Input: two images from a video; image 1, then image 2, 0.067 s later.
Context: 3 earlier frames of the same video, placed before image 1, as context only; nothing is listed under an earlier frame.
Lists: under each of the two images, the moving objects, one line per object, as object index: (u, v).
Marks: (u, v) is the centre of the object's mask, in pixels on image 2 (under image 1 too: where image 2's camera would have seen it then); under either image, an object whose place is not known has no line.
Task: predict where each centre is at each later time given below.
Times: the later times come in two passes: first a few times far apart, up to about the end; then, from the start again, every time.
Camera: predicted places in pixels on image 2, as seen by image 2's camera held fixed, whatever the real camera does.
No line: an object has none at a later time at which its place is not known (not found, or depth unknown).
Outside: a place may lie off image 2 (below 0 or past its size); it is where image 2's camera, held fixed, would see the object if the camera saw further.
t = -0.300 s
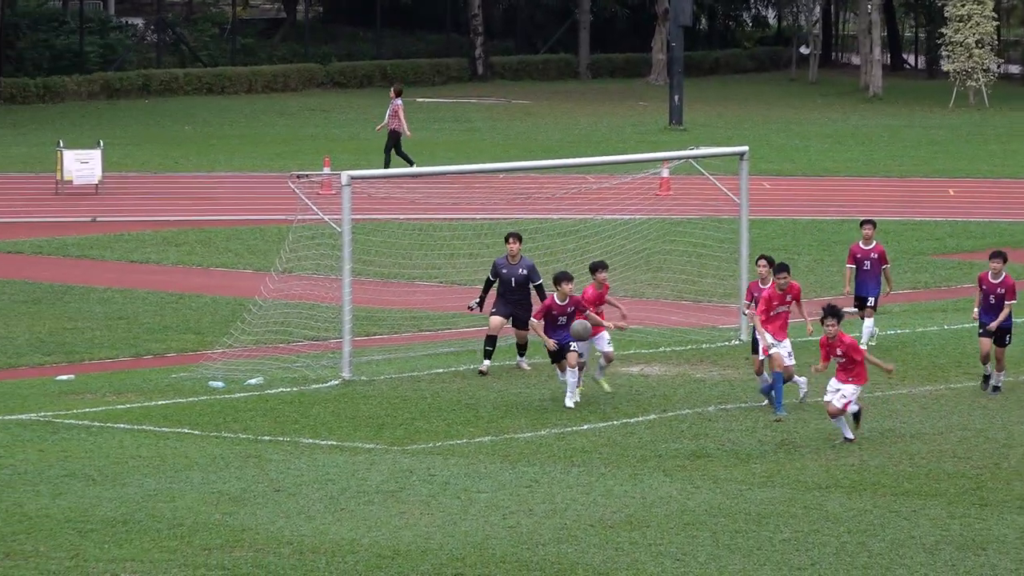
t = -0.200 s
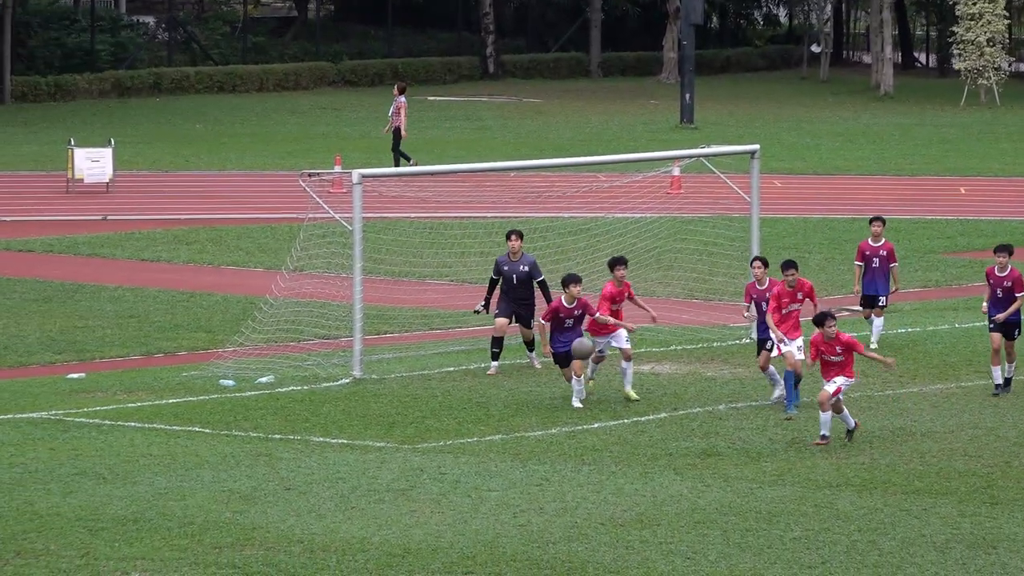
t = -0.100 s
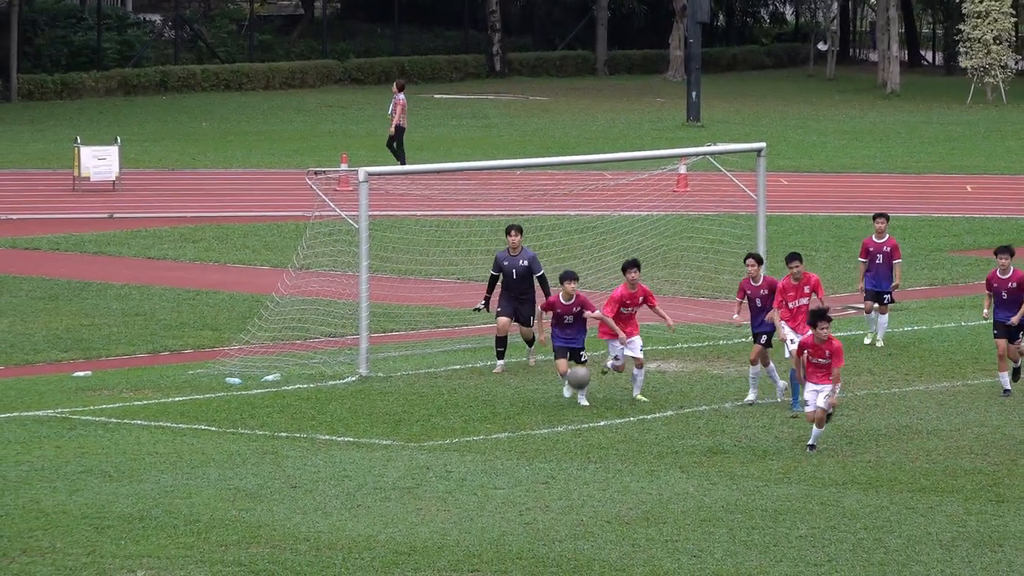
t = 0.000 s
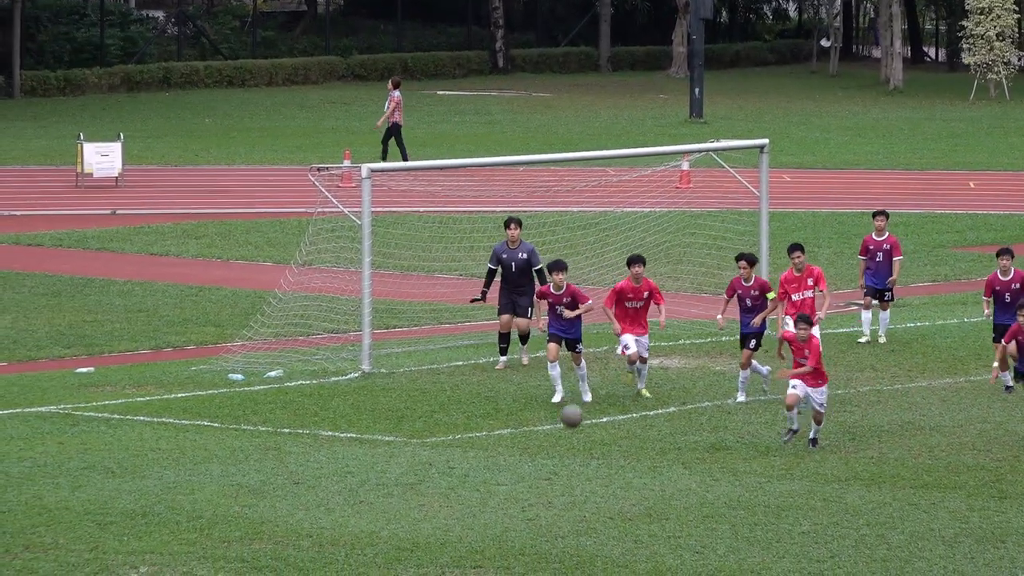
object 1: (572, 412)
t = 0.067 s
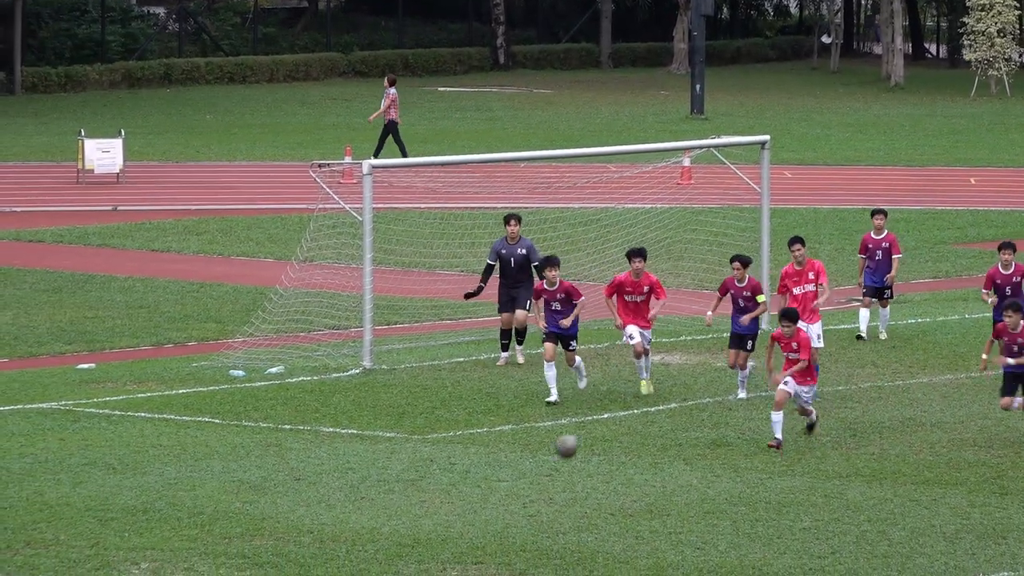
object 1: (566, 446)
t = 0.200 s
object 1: (551, 496)
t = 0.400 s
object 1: (521, 458)
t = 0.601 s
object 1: (490, 464)
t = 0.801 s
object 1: (457, 516)
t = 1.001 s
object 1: (429, 544)
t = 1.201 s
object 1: (403, 546)
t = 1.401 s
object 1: (377, 595)
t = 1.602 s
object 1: (355, 595)
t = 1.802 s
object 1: (331, 626)
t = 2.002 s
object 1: (306, 641)
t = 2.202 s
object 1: (280, 655)
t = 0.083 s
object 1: (565, 455)
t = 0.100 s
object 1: (563, 465)
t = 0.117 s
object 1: (561, 476)
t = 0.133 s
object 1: (560, 486)
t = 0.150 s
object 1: (558, 496)
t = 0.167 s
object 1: (556, 504)
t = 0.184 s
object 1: (554, 500)
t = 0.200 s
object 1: (551, 496)
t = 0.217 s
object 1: (549, 491)
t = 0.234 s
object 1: (546, 486)
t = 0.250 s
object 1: (543, 483)
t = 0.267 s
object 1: (541, 479)
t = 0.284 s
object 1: (539, 475)
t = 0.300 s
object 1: (536, 472)
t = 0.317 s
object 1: (534, 469)
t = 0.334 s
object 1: (531, 466)
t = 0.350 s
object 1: (528, 463)
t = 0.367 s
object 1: (526, 461)
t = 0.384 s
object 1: (523, 460)
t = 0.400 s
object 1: (521, 458)
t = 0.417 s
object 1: (519, 457)
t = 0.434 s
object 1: (516, 456)
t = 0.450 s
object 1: (514, 455)
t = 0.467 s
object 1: (510, 455)
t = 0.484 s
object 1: (508, 455)
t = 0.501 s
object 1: (506, 456)
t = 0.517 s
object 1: (503, 456)
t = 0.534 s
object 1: (500, 457)
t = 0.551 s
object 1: (497, 458)
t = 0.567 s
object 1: (495, 460)
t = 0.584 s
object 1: (493, 462)
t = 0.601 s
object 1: (490, 464)
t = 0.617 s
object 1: (487, 467)
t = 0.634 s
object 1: (485, 470)
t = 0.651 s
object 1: (482, 473)
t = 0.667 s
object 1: (479, 477)
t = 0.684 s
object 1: (477, 480)
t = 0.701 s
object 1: (474, 485)
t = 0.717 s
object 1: (471, 489)
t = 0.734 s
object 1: (469, 494)
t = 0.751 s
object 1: (466, 499)
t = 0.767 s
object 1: (463, 504)
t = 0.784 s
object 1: (460, 510)
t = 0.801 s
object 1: (457, 516)
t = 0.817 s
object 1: (454, 523)
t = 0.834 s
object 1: (452, 530)
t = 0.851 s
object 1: (449, 537)
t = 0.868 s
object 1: (447, 544)
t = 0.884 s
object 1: (444, 552)
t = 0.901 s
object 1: (441, 559)
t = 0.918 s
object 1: (439, 557)
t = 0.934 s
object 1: (436, 554)
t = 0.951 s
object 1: (435, 551)
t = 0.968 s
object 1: (433, 548)
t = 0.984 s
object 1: (431, 546)
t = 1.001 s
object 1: (429, 544)
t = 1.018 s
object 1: (427, 543)
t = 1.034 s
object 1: (425, 541)
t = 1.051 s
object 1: (422, 540)
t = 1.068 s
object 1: (420, 540)
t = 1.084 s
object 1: (418, 539)
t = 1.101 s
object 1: (416, 539)
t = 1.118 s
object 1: (413, 539)
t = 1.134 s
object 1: (412, 540)
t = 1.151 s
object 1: (409, 541)
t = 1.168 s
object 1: (408, 542)
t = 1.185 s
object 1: (405, 544)
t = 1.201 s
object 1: (403, 546)
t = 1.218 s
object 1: (401, 548)
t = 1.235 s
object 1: (399, 551)
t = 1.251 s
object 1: (397, 554)
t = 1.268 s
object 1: (394, 557)
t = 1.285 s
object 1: (392, 561)
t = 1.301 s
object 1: (390, 565)
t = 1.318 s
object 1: (388, 569)
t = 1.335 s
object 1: (386, 574)
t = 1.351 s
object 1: (384, 579)
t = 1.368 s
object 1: (381, 584)
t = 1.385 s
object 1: (379, 590)
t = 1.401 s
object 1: (377, 595)
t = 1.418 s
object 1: (374, 596)
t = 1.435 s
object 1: (373, 596)
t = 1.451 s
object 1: (371, 594)
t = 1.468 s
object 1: (369, 592)
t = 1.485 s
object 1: (368, 592)
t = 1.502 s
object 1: (366, 591)
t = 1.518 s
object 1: (364, 591)
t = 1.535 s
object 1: (362, 591)
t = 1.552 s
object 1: (360, 591)
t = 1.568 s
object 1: (358, 592)
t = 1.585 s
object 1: (356, 593)
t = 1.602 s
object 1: (355, 595)
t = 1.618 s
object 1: (353, 597)
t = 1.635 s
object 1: (351, 599)
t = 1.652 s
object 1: (349, 601)
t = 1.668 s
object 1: (347, 604)
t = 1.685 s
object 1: (345, 607)
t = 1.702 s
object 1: (343, 611)
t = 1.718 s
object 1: (342, 615)
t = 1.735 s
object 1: (340, 619)
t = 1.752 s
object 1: (338, 623)
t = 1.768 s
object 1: (335, 625)
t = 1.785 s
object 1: (333, 625)
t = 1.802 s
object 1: (331, 626)
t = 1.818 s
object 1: (329, 626)
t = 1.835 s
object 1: (327, 626)
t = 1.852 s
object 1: (325, 627)
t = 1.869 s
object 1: (323, 629)
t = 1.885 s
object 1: (321, 630)
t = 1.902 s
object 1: (319, 632)
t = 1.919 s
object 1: (318, 634)
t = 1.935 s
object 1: (315, 636)
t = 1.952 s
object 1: (313, 638)
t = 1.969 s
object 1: (310, 639)
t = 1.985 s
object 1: (308, 640)
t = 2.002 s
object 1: (306, 641)
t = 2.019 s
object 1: (303, 642)
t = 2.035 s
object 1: (301, 643)
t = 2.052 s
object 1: (299, 644)
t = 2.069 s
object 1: (297, 646)
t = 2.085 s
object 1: (294, 648)
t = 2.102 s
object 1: (292, 649)
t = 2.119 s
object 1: (289, 651)
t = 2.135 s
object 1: (288, 652)
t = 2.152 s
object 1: (285, 652)
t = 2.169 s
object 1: (283, 653)
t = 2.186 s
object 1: (281, 654)
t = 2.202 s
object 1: (280, 655)
